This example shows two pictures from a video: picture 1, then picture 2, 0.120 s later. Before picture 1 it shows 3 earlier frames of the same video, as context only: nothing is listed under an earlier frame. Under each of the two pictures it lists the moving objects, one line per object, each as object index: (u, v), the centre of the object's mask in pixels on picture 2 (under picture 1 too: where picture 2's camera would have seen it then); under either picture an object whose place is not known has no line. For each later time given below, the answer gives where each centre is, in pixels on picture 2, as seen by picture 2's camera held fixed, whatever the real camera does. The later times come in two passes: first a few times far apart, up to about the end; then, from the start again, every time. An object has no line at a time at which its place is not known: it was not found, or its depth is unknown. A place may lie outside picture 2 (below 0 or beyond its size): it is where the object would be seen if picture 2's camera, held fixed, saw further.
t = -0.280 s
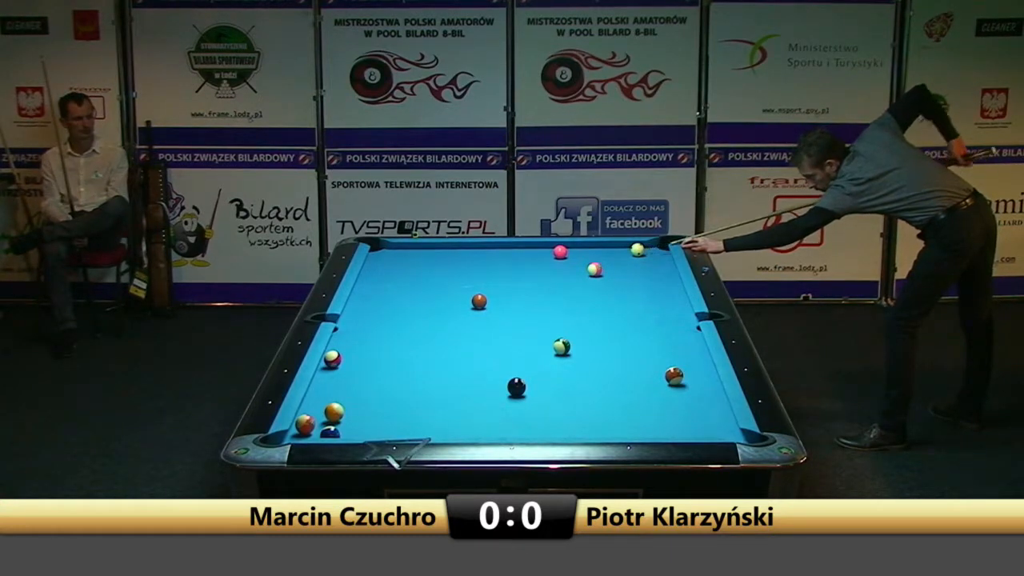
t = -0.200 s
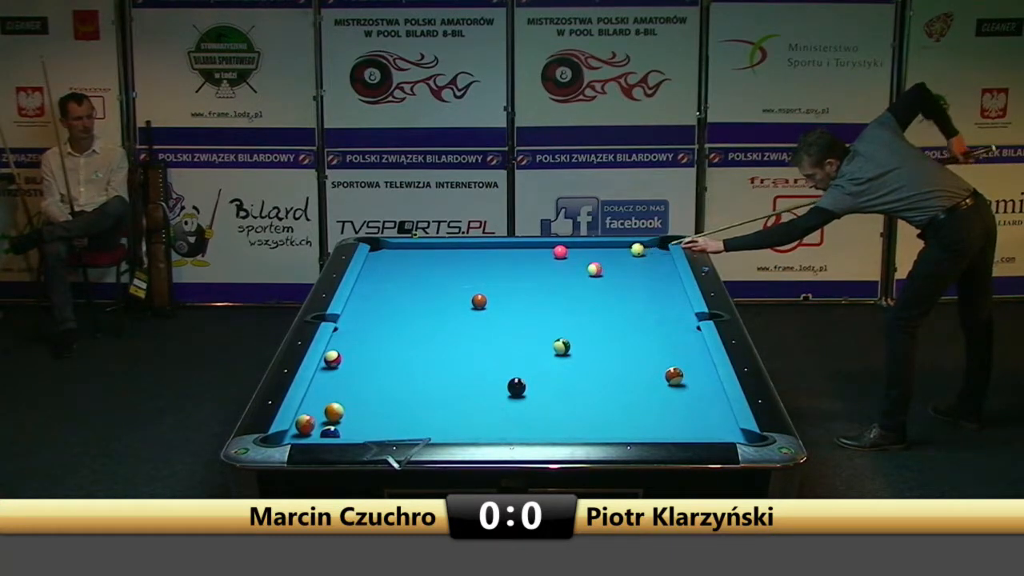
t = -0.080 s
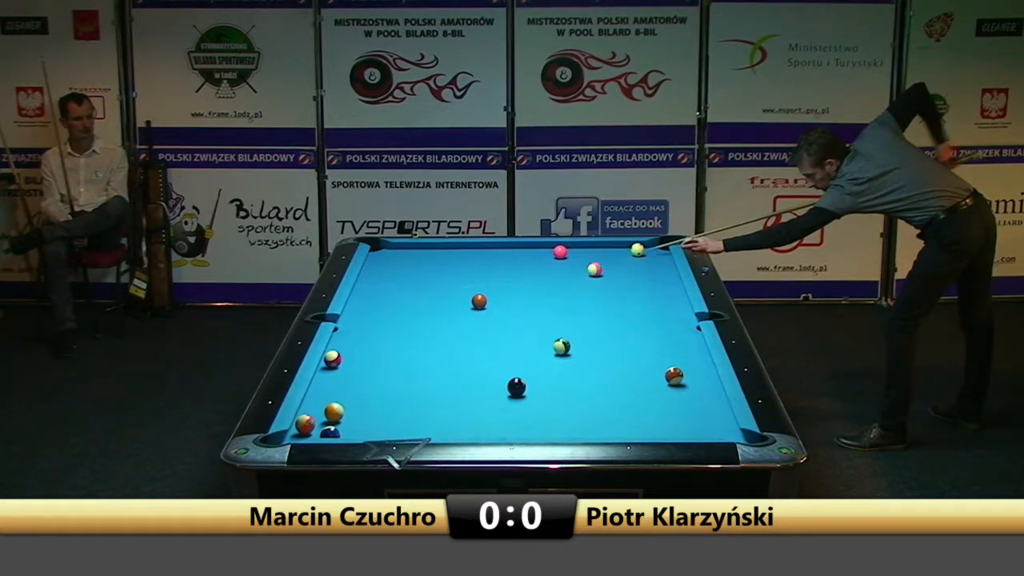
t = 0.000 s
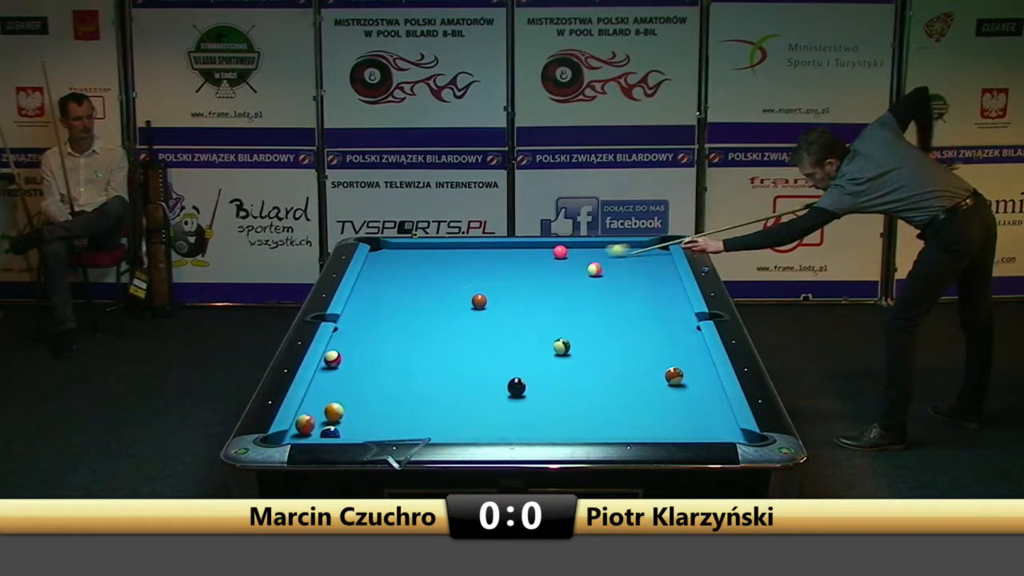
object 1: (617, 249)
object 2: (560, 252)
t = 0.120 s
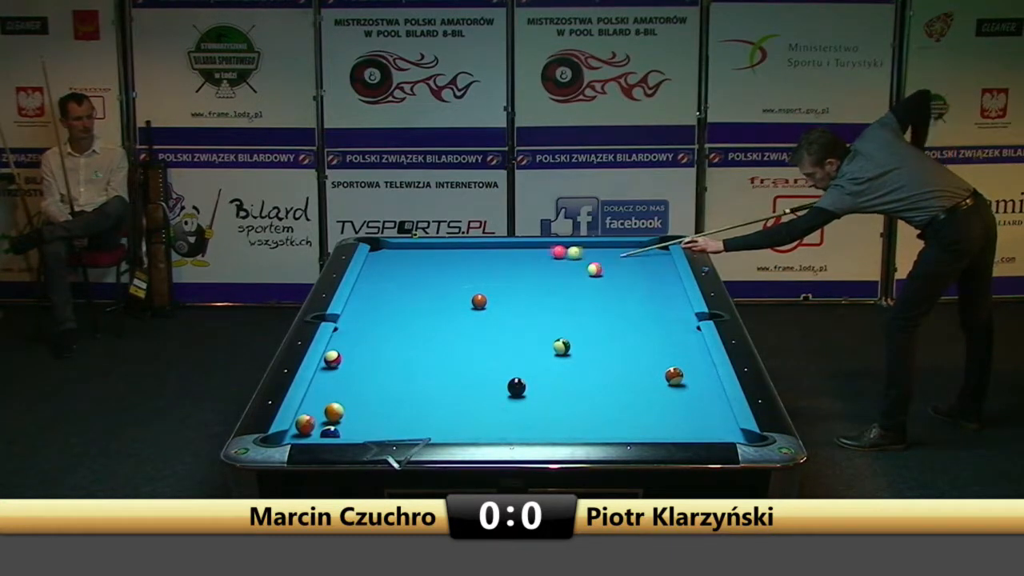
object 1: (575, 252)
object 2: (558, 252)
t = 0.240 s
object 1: (571, 255)
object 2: (526, 251)
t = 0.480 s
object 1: (569, 259)
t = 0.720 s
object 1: (567, 263)
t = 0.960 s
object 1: (565, 266)
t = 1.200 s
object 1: (563, 270)
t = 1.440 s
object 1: (561, 273)
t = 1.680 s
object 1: (559, 276)
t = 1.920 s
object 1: (557, 279)
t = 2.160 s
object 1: (556, 281)
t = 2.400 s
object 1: (556, 283)
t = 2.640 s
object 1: (555, 285)
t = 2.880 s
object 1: (555, 286)
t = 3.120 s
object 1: (554, 287)
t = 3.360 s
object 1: (553, 288)
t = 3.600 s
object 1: (552, 288)
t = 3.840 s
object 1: (552, 289)
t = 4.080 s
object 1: (552, 289)
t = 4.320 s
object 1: (552, 289)
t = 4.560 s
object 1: (552, 288)
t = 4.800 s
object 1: (552, 288)
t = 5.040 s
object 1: (552, 288)
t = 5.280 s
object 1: (552, 289)
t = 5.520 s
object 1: (552, 289)
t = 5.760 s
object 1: (552, 289)
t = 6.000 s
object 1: (552, 289)
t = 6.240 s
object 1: (552, 289)
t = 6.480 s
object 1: (552, 289)
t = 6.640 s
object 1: (552, 289)
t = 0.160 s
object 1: (572, 253)
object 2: (547, 251)
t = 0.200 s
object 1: (571, 254)
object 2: (536, 251)
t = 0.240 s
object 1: (571, 255)
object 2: (526, 251)
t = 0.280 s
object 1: (571, 256)
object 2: (517, 250)
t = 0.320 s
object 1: (571, 256)
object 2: (508, 250)
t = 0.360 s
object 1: (570, 257)
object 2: (499, 250)
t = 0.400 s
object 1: (570, 258)
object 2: (489, 250)
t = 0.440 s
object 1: (570, 258)
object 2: (481, 249)
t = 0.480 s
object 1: (569, 259)
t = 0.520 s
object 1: (569, 260)
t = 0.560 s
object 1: (568, 260)
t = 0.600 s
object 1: (568, 261)
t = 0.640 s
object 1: (568, 262)
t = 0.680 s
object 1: (567, 262)
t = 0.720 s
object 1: (567, 263)
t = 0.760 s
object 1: (567, 263)
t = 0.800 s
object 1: (566, 264)
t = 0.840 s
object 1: (566, 265)
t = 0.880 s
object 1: (566, 265)
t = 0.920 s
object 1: (565, 266)
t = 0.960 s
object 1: (565, 266)
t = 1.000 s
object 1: (565, 267)
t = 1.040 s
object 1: (564, 268)
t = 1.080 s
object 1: (564, 268)
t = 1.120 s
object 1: (564, 269)
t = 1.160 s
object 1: (564, 269)
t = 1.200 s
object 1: (563, 270)
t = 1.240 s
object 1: (563, 270)
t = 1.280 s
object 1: (562, 271)
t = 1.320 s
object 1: (562, 271)
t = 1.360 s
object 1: (562, 272)
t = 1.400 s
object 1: (561, 272)
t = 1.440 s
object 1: (561, 273)
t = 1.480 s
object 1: (561, 273)
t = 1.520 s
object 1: (560, 274)
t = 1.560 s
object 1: (560, 275)
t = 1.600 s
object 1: (560, 275)
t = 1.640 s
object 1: (559, 276)
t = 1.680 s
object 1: (559, 276)
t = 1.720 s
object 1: (559, 276)
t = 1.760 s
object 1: (558, 277)
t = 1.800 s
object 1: (558, 277)
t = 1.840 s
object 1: (558, 278)
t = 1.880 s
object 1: (558, 278)
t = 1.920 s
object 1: (557, 279)
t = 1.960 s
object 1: (557, 279)
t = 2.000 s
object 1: (557, 279)
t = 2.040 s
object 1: (557, 280)
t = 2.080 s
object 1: (557, 280)
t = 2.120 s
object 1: (556, 281)
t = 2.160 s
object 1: (556, 281)
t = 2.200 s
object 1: (556, 281)
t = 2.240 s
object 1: (556, 282)
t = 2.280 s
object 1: (556, 282)
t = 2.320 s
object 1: (556, 283)
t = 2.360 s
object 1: (556, 283)
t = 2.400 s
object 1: (556, 283)
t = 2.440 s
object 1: (555, 283)
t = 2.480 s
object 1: (555, 284)
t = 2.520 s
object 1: (555, 284)
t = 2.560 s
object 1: (555, 284)
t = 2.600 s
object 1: (555, 285)
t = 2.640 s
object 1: (555, 285)
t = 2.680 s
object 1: (555, 285)
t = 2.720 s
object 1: (555, 285)
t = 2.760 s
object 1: (555, 286)
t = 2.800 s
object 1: (555, 286)
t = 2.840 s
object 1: (555, 286)
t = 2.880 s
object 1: (555, 286)
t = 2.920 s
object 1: (555, 286)
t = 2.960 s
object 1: (554, 287)
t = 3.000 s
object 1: (554, 287)
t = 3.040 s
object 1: (554, 287)
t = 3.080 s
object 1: (554, 287)
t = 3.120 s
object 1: (554, 287)
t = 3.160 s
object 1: (554, 287)
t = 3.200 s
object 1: (554, 288)
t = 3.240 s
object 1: (554, 288)
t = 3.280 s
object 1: (554, 288)
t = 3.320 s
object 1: (553, 288)
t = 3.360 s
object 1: (553, 288)
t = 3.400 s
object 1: (553, 288)
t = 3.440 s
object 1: (553, 288)
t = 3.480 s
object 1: (553, 288)
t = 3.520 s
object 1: (553, 288)
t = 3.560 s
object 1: (552, 288)
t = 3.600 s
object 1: (552, 288)
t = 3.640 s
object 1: (552, 288)
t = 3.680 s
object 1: (552, 288)
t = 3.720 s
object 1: (552, 289)
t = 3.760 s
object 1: (552, 289)
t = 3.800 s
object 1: (552, 289)
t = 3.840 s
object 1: (552, 289)
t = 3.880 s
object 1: (552, 289)
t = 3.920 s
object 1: (552, 289)
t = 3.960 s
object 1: (552, 289)
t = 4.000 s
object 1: (552, 289)
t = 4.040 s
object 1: (552, 289)
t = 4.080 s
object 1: (552, 289)
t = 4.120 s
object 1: (552, 289)
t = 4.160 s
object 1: (552, 289)
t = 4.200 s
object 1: (552, 289)
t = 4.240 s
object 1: (552, 289)
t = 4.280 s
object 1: (552, 289)
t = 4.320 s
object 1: (552, 289)
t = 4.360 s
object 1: (552, 289)
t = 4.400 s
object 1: (552, 289)
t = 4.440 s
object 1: (552, 288)
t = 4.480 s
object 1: (552, 288)
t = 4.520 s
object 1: (552, 288)
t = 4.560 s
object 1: (552, 288)
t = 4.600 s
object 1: (552, 288)
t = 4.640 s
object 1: (552, 288)
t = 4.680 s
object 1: (552, 288)
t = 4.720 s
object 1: (552, 288)
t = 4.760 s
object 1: (552, 288)
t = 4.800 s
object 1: (552, 288)
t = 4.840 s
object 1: (552, 288)
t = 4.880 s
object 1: (552, 288)
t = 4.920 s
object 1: (552, 288)
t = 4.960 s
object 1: (552, 288)
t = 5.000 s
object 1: (552, 288)
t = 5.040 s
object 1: (552, 288)
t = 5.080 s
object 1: (552, 288)
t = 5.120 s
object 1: (552, 289)
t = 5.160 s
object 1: (552, 289)
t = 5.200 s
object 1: (552, 289)
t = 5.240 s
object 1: (552, 289)
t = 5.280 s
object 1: (552, 289)
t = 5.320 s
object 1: (552, 289)
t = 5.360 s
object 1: (552, 289)
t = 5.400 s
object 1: (552, 289)
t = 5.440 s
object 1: (552, 289)
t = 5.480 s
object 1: (552, 289)
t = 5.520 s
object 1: (552, 289)
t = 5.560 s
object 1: (552, 289)
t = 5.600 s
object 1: (552, 289)
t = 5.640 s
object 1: (552, 289)
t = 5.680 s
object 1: (552, 289)
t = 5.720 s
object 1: (552, 289)
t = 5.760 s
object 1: (552, 289)
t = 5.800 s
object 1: (552, 289)
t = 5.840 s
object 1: (552, 289)
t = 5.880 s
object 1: (552, 289)
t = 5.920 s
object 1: (552, 289)
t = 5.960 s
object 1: (552, 289)
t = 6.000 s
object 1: (552, 289)
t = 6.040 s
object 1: (552, 289)
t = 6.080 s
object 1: (552, 289)
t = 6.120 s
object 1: (552, 289)
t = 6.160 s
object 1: (552, 289)
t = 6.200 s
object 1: (552, 289)
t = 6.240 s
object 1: (552, 289)
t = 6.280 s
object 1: (552, 289)
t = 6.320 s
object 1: (552, 289)
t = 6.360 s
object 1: (552, 289)
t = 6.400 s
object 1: (552, 289)
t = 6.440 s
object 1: (552, 289)
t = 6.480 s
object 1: (552, 289)
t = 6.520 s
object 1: (552, 289)
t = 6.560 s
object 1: (552, 289)
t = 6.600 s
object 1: (552, 289)
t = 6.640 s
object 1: (552, 289)
